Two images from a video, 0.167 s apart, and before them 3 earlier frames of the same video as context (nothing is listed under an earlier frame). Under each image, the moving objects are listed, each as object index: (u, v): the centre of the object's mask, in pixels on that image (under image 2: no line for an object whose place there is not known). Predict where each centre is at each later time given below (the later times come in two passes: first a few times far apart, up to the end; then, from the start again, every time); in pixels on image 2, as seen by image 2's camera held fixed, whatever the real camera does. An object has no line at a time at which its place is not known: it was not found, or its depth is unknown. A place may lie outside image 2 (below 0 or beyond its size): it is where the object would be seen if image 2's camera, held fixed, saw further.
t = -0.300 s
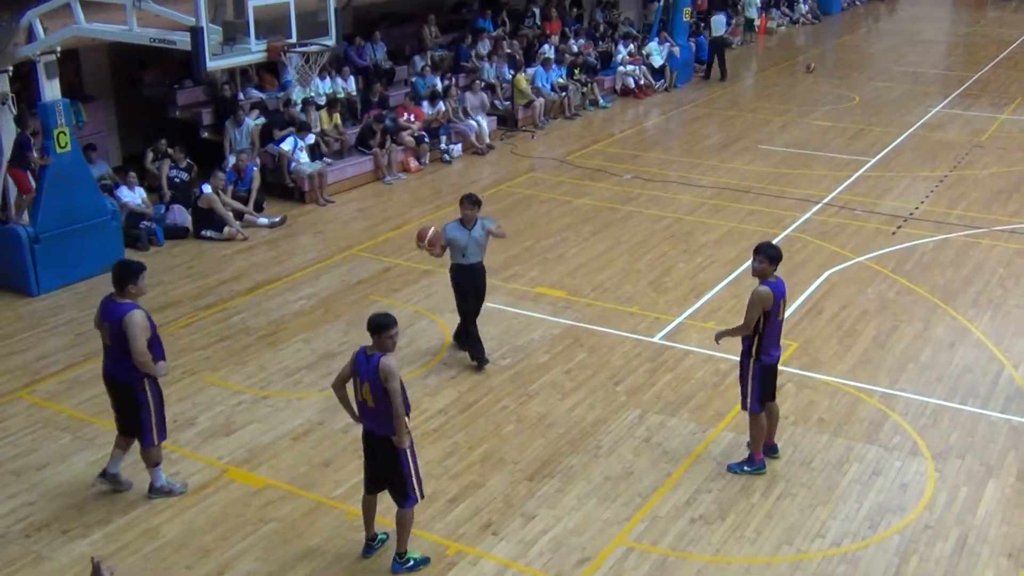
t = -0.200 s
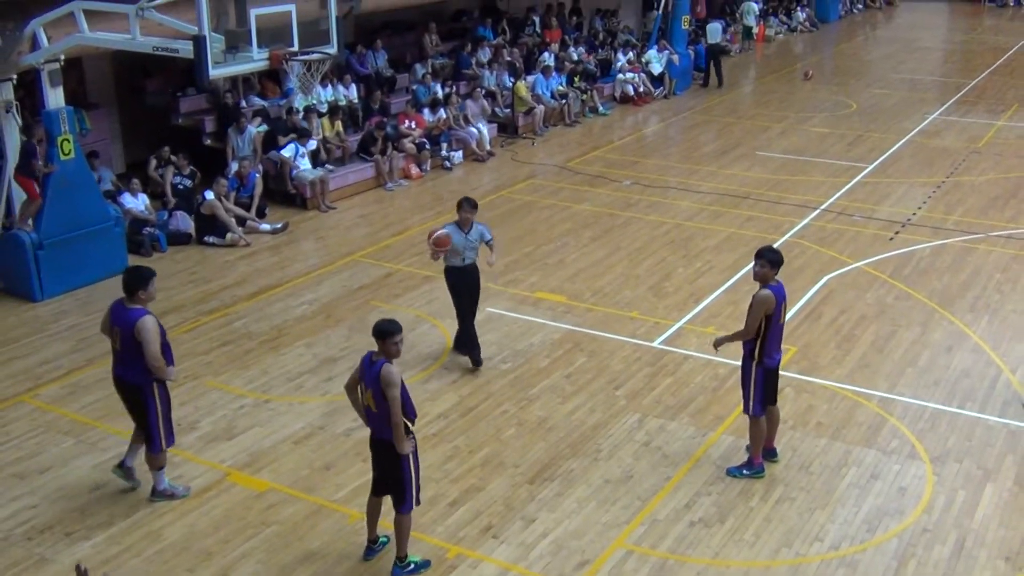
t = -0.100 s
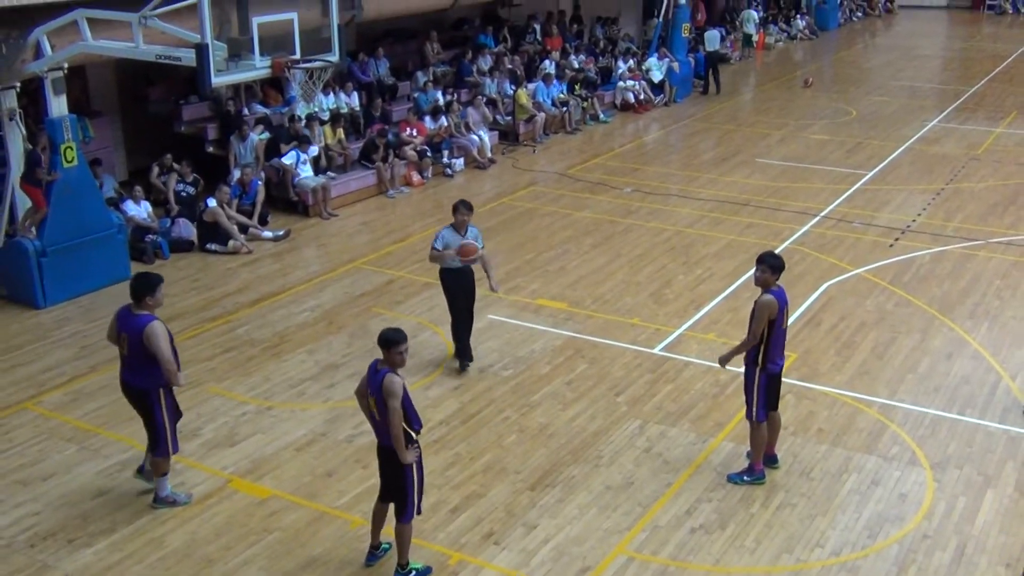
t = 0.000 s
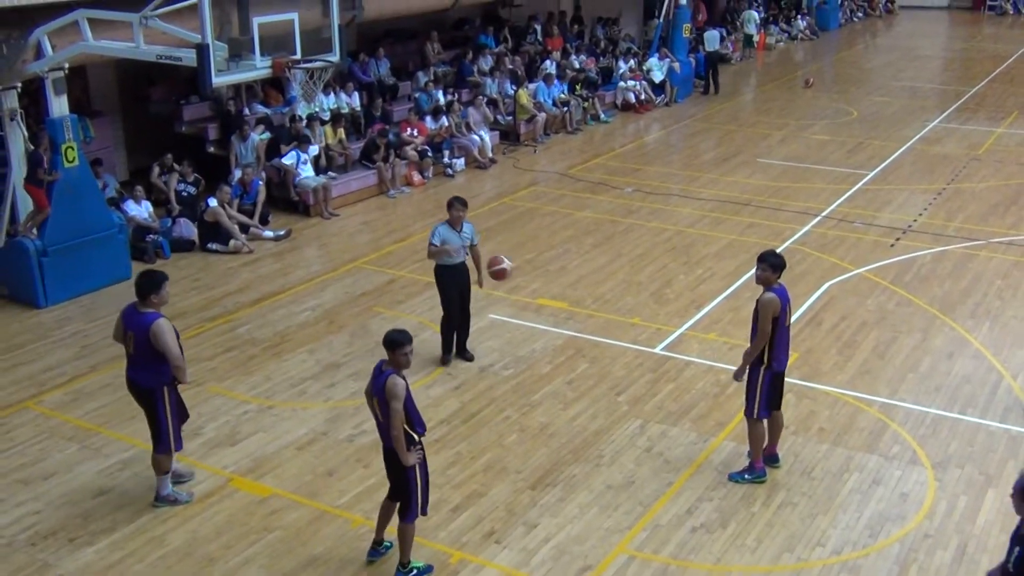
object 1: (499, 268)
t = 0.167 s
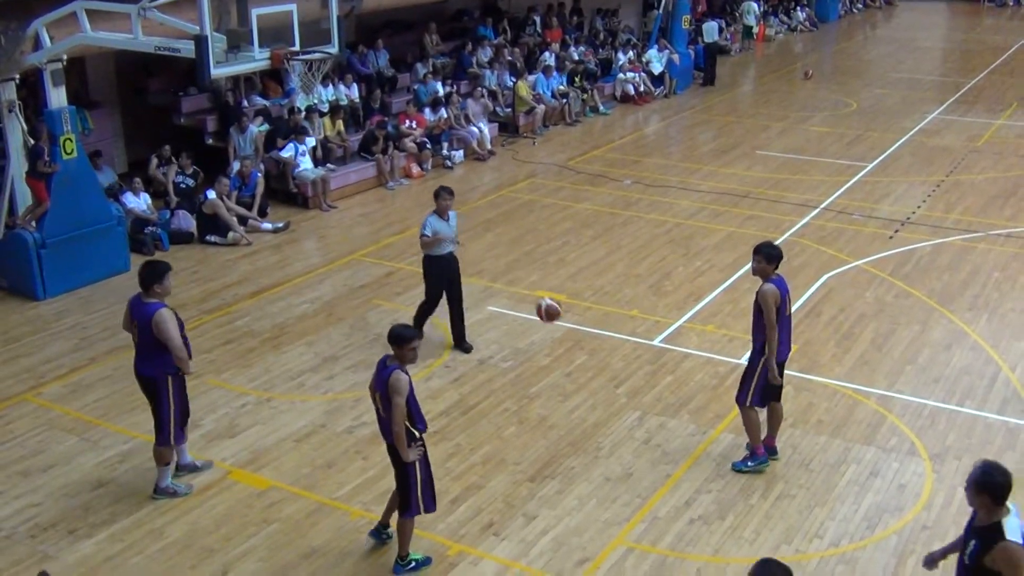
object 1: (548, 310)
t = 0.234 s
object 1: (569, 338)
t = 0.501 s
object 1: (633, 364)
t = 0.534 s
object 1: (639, 359)
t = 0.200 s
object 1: (559, 322)
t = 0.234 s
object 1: (569, 338)
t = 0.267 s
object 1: (579, 353)
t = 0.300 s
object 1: (589, 369)
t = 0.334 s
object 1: (599, 387)
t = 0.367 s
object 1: (607, 399)
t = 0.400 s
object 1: (614, 388)
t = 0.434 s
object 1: (621, 379)
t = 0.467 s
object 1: (626, 371)
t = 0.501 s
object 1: (633, 364)
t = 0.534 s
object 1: (639, 359)
